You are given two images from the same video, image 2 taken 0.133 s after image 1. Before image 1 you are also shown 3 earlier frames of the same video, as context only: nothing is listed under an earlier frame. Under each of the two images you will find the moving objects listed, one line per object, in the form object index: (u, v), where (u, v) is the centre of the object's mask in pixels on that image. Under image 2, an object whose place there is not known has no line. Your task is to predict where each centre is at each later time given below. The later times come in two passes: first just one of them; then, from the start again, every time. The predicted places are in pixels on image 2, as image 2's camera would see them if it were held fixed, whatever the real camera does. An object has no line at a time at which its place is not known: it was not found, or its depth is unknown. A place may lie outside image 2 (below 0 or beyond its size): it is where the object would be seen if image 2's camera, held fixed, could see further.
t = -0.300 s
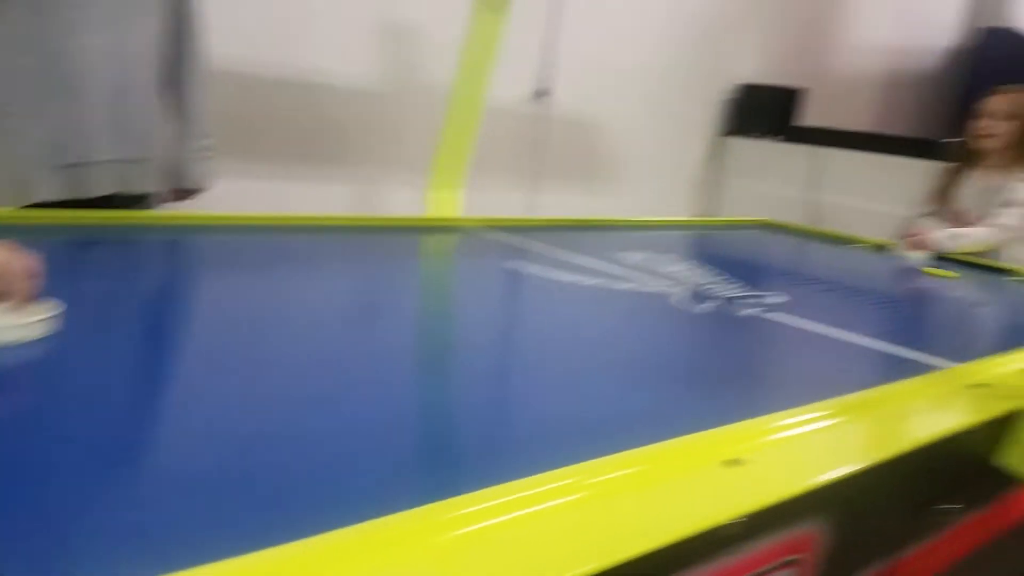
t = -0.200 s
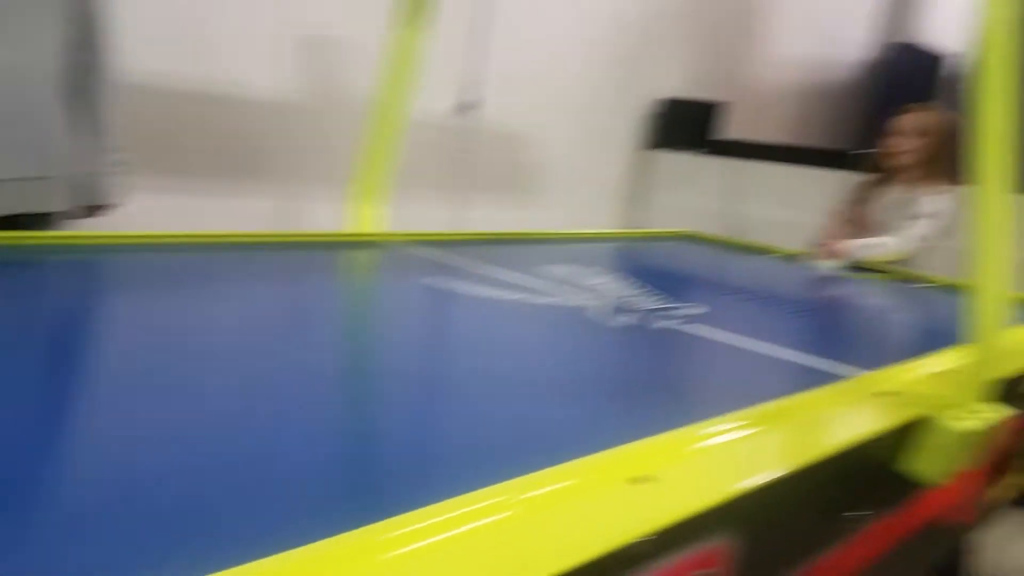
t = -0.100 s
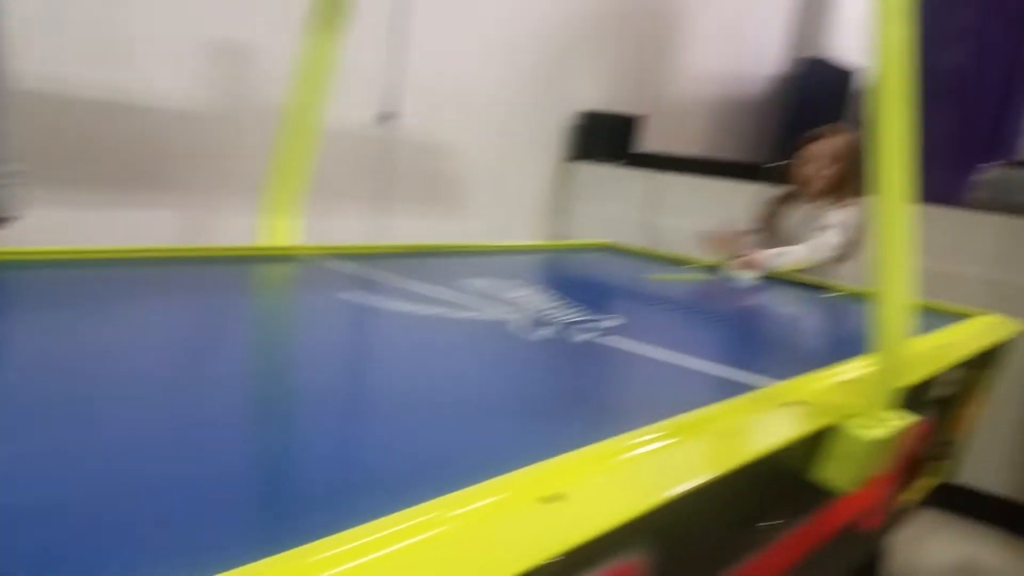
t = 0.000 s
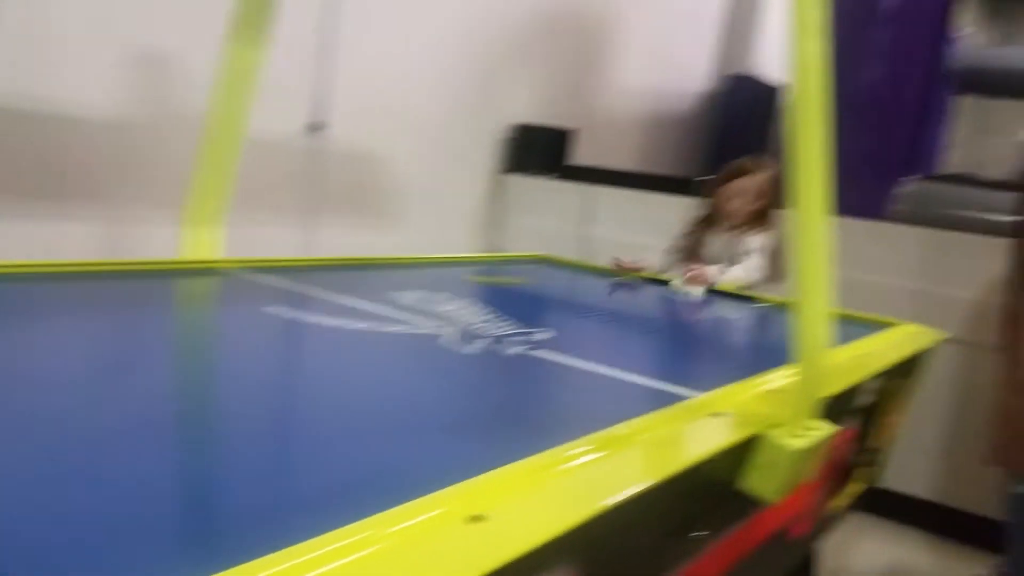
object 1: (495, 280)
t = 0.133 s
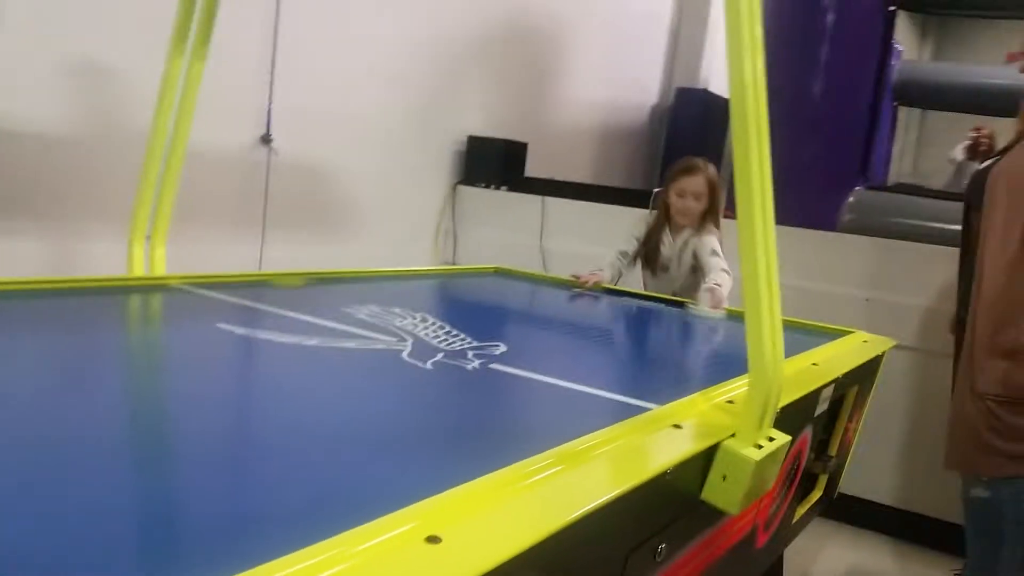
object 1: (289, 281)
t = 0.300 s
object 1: (235, 313)
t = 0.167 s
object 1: (278, 287)
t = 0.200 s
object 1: (270, 293)
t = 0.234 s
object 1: (262, 299)
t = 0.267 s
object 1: (250, 306)
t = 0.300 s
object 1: (235, 313)
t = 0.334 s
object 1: (223, 320)
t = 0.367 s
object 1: (208, 330)
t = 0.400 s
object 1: (193, 339)
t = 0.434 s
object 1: (175, 351)
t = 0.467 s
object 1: (154, 364)
